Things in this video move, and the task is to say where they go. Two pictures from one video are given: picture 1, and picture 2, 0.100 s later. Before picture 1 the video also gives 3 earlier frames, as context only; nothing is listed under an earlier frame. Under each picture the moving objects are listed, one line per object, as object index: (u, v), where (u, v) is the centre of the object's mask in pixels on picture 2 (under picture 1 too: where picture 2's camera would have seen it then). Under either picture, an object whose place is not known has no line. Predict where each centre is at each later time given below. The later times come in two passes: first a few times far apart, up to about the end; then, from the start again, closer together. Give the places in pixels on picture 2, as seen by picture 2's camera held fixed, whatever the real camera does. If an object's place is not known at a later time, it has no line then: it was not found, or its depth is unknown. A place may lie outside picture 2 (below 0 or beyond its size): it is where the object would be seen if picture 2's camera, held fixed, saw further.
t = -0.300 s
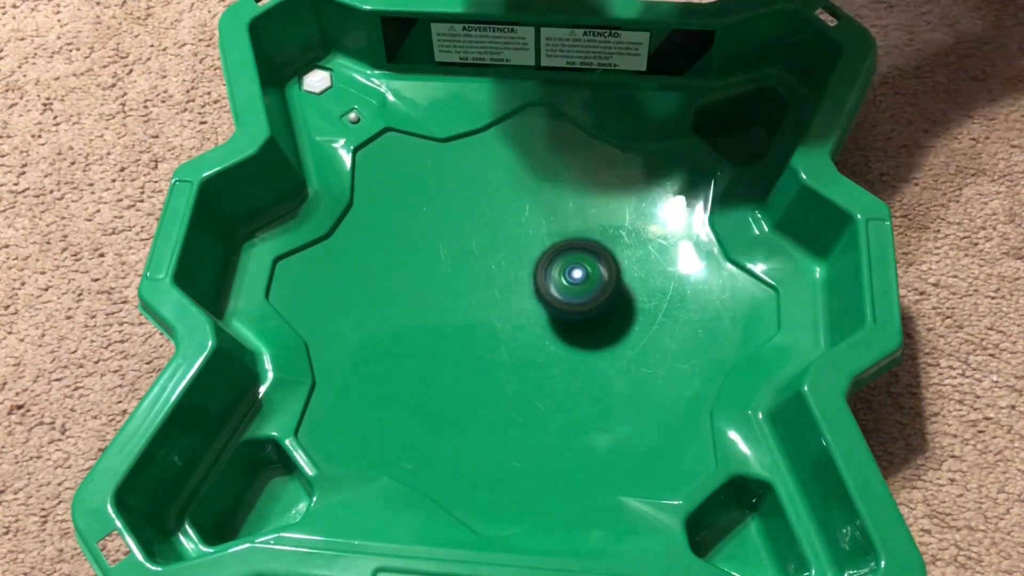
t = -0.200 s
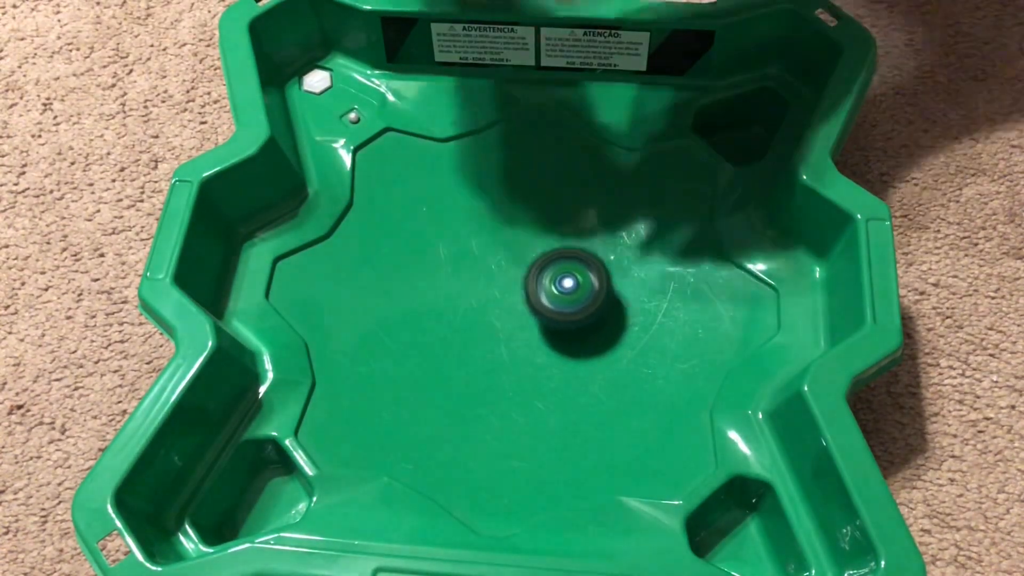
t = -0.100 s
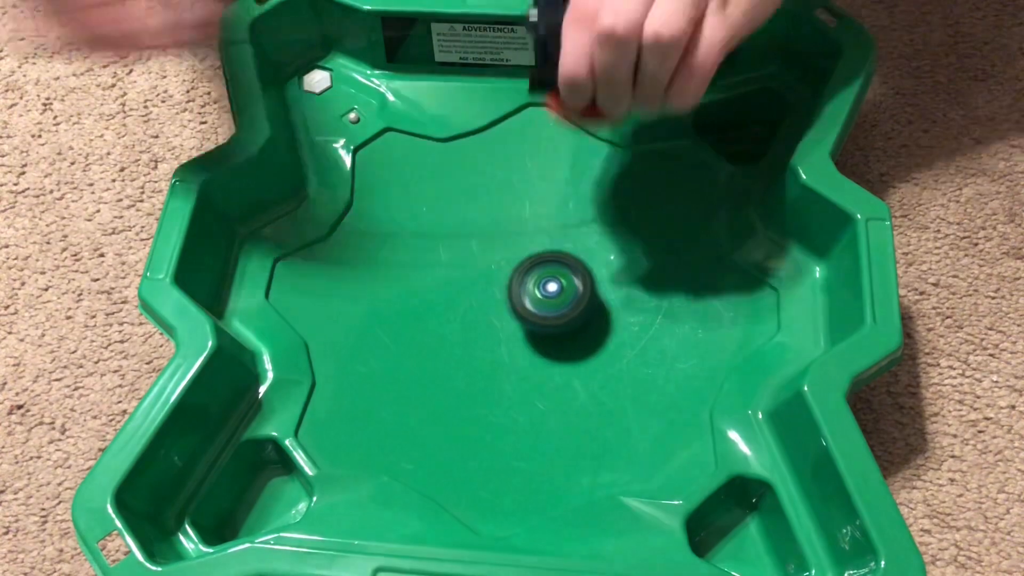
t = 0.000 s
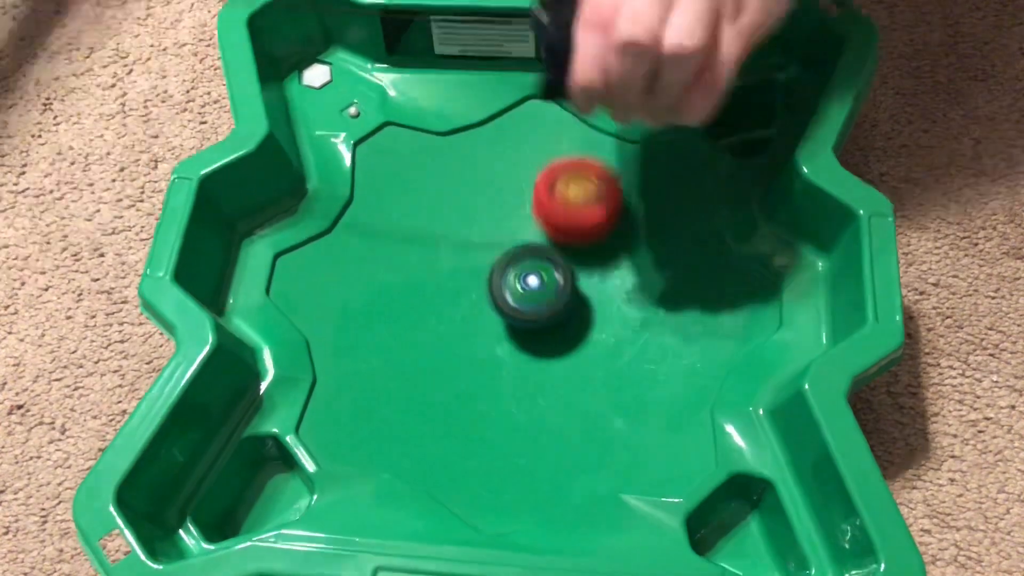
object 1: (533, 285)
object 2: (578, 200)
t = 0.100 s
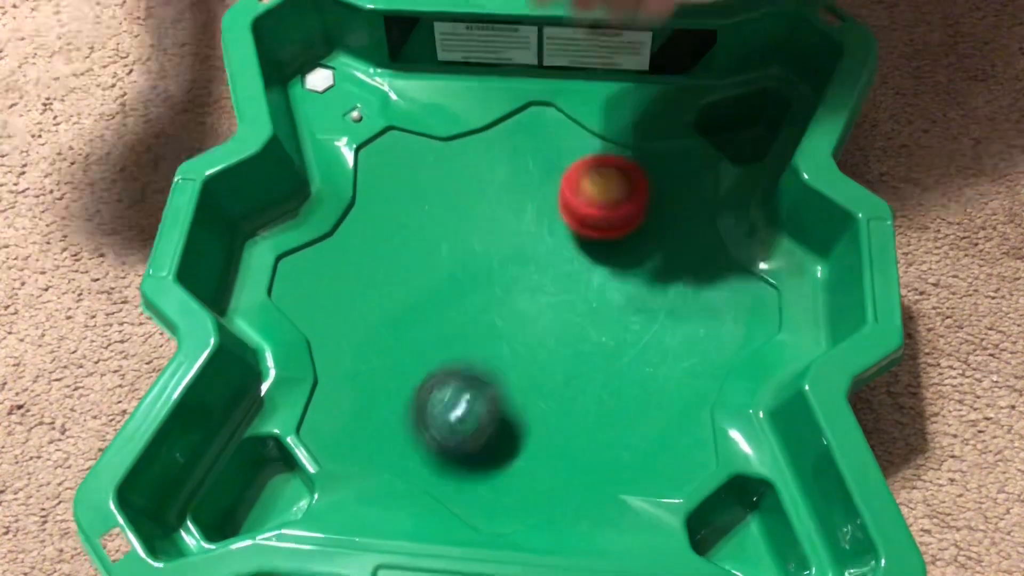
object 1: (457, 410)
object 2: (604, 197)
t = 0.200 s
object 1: (395, 435)
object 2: (631, 198)
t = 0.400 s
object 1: (384, 330)
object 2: (661, 279)
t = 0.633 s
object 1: (432, 284)
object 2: (627, 401)
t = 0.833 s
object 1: (442, 257)
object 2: (526, 405)
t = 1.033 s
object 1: (396, 116)
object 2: (584, 466)
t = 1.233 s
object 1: (496, 189)
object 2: (518, 413)
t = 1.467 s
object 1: (583, 197)
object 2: (511, 369)
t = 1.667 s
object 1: (635, 199)
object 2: (527, 357)
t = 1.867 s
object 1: (638, 254)
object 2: (566, 318)
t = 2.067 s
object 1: (666, 219)
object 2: (501, 381)
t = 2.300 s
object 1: (622, 258)
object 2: (460, 320)
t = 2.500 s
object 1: (623, 248)
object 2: (451, 277)
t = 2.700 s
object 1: (692, 231)
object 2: (296, 263)
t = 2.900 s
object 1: (605, 284)
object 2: (385, 230)
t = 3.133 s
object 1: (730, 349)
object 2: (362, 209)
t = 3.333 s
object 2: (403, 223)
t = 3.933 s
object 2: (415, 284)
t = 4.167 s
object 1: (707, 445)
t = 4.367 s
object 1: (635, 389)
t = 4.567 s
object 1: (577, 300)
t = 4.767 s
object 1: (616, 223)
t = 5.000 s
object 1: (676, 195)
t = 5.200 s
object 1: (639, 222)
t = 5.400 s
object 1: (590, 202)
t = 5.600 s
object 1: (538, 232)
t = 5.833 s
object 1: (554, 143)
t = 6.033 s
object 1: (548, 186)
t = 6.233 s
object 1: (554, 185)
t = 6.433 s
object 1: (571, 154)
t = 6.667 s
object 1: (565, 204)
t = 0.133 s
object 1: (423, 441)
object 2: (614, 193)
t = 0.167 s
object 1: (401, 452)
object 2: (623, 194)
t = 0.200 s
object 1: (395, 435)
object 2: (631, 198)
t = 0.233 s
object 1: (392, 422)
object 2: (638, 207)
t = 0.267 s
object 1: (385, 397)
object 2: (644, 219)
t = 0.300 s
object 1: (382, 377)
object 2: (649, 232)
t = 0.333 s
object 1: (381, 360)
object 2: (654, 247)
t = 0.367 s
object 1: (381, 343)
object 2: (658, 263)
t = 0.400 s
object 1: (384, 330)
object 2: (661, 279)
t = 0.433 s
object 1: (389, 317)
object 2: (663, 297)
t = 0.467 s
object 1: (394, 308)
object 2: (664, 314)
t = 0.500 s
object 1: (401, 300)
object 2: (665, 333)
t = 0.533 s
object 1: (408, 293)
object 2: (664, 352)
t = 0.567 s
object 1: (415, 289)
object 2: (658, 371)
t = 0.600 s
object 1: (424, 287)
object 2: (645, 387)
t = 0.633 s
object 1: (432, 284)
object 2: (627, 401)
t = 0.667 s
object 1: (441, 283)
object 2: (603, 410)
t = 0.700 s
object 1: (449, 285)
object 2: (577, 411)
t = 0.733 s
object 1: (457, 287)
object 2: (551, 407)
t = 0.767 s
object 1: (465, 292)
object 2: (526, 395)
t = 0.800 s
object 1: (470, 296)
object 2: (507, 381)
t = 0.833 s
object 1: (442, 257)
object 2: (526, 405)
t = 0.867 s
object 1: (415, 217)
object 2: (548, 429)
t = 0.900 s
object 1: (396, 187)
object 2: (565, 447)
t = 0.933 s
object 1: (385, 158)
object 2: (578, 459)
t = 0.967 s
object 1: (381, 137)
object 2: (585, 465)
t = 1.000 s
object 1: (385, 123)
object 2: (587, 468)
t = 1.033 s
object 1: (396, 116)
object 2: (584, 466)
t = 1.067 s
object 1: (408, 123)
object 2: (577, 462)
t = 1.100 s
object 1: (425, 137)
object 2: (566, 455)
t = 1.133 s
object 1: (441, 148)
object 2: (553, 447)
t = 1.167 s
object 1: (461, 164)
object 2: (539, 438)
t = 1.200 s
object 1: (478, 176)
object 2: (528, 427)
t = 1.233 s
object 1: (496, 189)
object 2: (518, 413)
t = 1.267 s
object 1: (511, 204)
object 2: (512, 397)
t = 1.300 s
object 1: (526, 218)
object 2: (510, 379)
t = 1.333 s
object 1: (536, 230)
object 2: (510, 361)
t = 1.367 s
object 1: (546, 243)
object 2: (513, 344)
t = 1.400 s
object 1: (555, 241)
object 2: (515, 340)
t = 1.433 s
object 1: (570, 216)
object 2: (512, 358)
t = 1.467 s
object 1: (583, 197)
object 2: (511, 369)
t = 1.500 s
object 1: (594, 185)
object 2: (512, 375)
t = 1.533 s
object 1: (604, 181)
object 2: (514, 377)
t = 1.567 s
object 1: (613, 181)
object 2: (517, 374)
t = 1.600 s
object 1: (622, 185)
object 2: (520, 370)
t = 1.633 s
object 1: (628, 190)
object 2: (523, 363)
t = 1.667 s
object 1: (635, 199)
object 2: (527, 357)
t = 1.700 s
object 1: (638, 208)
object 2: (531, 349)
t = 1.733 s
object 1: (641, 217)
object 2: (537, 342)
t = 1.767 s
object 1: (641, 227)
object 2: (544, 334)
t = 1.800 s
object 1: (641, 235)
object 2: (551, 327)
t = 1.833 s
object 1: (640, 246)
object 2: (559, 322)
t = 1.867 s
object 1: (638, 254)
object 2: (566, 318)
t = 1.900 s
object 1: (643, 249)
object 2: (564, 329)
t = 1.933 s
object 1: (654, 231)
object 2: (553, 349)
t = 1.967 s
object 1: (662, 221)
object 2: (542, 364)
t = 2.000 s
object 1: (666, 216)
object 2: (529, 374)
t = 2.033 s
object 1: (667, 217)
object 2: (515, 380)
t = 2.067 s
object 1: (666, 219)
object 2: (501, 381)
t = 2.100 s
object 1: (663, 224)
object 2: (489, 378)
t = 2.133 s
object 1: (659, 229)
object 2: (479, 372)
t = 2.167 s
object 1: (653, 236)
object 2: (470, 364)
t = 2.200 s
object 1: (646, 242)
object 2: (464, 354)
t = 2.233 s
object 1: (637, 247)
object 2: (461, 343)
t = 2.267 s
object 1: (630, 253)
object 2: (460, 331)
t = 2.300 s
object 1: (622, 258)
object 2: (460, 320)
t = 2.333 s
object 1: (614, 261)
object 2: (463, 308)
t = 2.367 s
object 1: (605, 263)
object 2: (468, 297)
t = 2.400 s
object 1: (598, 265)
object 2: (474, 287)
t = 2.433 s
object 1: (591, 266)
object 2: (483, 278)
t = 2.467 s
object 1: (585, 267)
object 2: (490, 271)
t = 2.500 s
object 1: (623, 248)
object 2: (451, 277)
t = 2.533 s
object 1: (657, 231)
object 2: (411, 286)
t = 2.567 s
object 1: (689, 220)
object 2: (376, 290)
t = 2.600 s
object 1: (706, 212)
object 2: (346, 288)
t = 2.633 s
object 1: (706, 214)
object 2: (322, 283)
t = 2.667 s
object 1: (701, 223)
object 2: (306, 275)
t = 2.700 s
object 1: (692, 231)
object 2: (296, 263)
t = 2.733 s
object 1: (681, 243)
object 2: (292, 250)
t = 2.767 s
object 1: (666, 252)
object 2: (297, 240)
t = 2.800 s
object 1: (652, 261)
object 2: (314, 238)
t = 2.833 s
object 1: (637, 269)
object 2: (336, 237)
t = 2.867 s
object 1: (621, 277)
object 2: (360, 234)
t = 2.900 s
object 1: (605, 284)
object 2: (385, 230)
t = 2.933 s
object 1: (590, 288)
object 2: (411, 226)
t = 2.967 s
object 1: (576, 291)
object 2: (438, 228)
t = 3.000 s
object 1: (562, 292)
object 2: (463, 236)
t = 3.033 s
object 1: (565, 298)
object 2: (470, 242)
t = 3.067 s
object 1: (629, 320)
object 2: (427, 232)
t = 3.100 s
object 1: (683, 332)
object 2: (391, 222)
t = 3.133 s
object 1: (730, 349)
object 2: (362, 209)
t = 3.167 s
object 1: (740, 354)
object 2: (350, 200)
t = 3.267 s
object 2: (374, 208)
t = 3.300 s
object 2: (389, 214)
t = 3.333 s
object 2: (403, 223)
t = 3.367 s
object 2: (414, 232)
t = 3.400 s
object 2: (422, 243)
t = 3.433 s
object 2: (427, 256)
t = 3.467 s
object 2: (427, 269)
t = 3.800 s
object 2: (356, 271)
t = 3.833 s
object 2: (367, 271)
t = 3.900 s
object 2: (397, 277)
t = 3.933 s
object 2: (415, 284)
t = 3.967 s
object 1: (508, 368)
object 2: (411, 283)
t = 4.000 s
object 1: (552, 386)
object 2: (406, 282)
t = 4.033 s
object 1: (592, 399)
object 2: (406, 284)
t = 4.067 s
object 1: (630, 413)
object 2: (409, 289)
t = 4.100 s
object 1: (662, 425)
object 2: (414, 294)
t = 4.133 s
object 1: (688, 437)
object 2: (420, 300)
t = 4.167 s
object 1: (707, 445)
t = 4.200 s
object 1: (702, 441)
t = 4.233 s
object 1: (692, 434)
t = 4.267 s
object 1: (679, 424)
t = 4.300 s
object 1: (664, 413)
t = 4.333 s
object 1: (649, 401)
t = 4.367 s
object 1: (635, 389)
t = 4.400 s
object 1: (618, 375)
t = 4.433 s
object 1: (606, 360)
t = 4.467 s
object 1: (595, 346)
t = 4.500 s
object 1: (586, 331)
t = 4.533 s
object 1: (580, 314)
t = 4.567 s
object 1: (577, 300)
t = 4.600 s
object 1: (577, 286)
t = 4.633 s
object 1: (580, 272)
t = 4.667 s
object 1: (586, 258)
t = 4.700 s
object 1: (594, 245)
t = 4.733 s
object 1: (603, 234)
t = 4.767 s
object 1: (616, 223)
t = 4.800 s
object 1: (629, 212)
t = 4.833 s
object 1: (644, 203)
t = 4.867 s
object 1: (657, 198)
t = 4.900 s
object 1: (666, 194)
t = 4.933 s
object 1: (673, 192)
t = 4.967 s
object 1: (676, 193)
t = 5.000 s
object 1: (676, 195)
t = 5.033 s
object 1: (673, 199)
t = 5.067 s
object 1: (669, 204)
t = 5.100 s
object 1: (664, 208)
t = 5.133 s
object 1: (656, 214)
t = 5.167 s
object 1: (649, 219)
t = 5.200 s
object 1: (639, 222)
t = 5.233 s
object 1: (632, 227)
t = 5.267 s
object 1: (626, 216)
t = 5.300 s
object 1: (618, 207)
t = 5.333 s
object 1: (607, 200)
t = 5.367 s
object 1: (598, 200)
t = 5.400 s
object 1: (590, 202)
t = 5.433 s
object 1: (583, 206)
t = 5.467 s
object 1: (576, 209)
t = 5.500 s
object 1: (569, 214)
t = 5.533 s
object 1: (560, 218)
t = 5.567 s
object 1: (550, 225)
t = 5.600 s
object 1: (538, 232)
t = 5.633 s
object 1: (527, 233)
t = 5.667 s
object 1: (538, 200)
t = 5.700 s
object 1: (545, 172)
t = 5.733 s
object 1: (550, 153)
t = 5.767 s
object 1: (553, 143)
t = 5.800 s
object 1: (553, 139)
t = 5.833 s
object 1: (554, 143)
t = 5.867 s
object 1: (553, 147)
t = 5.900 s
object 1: (553, 153)
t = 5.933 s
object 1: (551, 161)
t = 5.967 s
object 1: (550, 169)
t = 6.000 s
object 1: (550, 177)
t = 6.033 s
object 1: (548, 186)
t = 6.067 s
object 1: (547, 197)
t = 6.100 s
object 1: (546, 208)
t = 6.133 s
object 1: (544, 221)
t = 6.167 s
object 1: (542, 237)
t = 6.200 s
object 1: (545, 218)
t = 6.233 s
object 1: (554, 185)
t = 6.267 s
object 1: (561, 167)
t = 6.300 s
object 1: (564, 153)
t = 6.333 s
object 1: (567, 146)
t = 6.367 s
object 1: (569, 146)
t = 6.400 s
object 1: (571, 151)
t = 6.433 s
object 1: (571, 154)
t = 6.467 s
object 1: (572, 161)
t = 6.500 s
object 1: (571, 167)
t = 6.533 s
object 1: (571, 173)
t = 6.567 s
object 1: (570, 181)
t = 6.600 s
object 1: (569, 189)
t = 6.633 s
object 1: (567, 197)
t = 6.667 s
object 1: (565, 204)
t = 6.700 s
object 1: (563, 211)
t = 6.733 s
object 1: (562, 217)
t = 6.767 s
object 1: (562, 225)
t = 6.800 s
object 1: (559, 227)
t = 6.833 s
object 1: (547, 207)
